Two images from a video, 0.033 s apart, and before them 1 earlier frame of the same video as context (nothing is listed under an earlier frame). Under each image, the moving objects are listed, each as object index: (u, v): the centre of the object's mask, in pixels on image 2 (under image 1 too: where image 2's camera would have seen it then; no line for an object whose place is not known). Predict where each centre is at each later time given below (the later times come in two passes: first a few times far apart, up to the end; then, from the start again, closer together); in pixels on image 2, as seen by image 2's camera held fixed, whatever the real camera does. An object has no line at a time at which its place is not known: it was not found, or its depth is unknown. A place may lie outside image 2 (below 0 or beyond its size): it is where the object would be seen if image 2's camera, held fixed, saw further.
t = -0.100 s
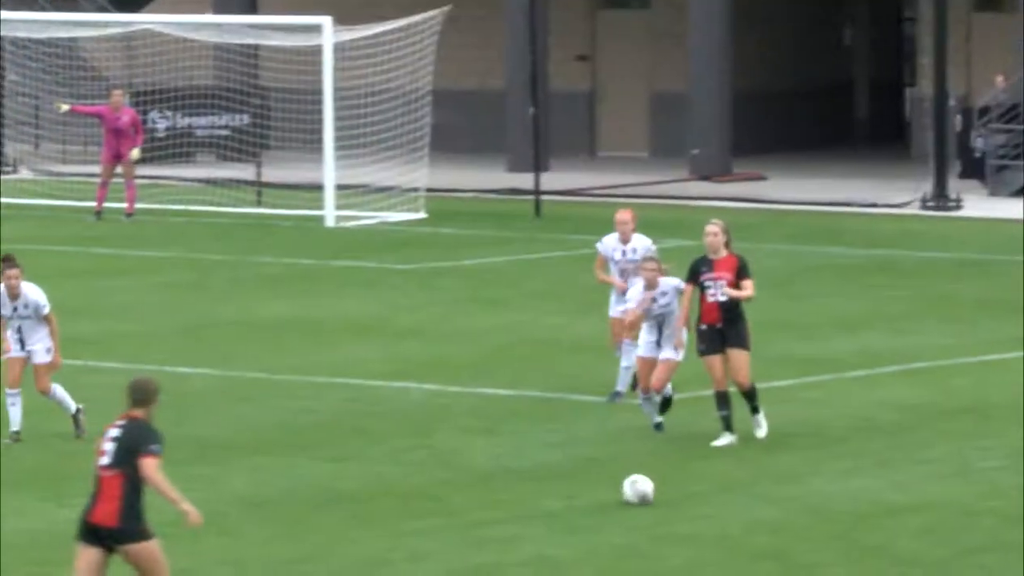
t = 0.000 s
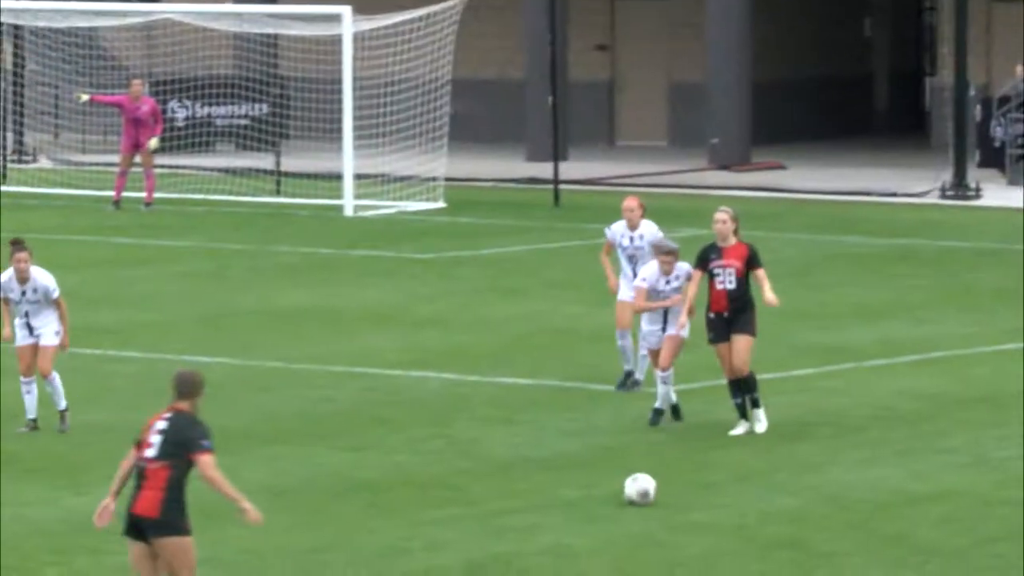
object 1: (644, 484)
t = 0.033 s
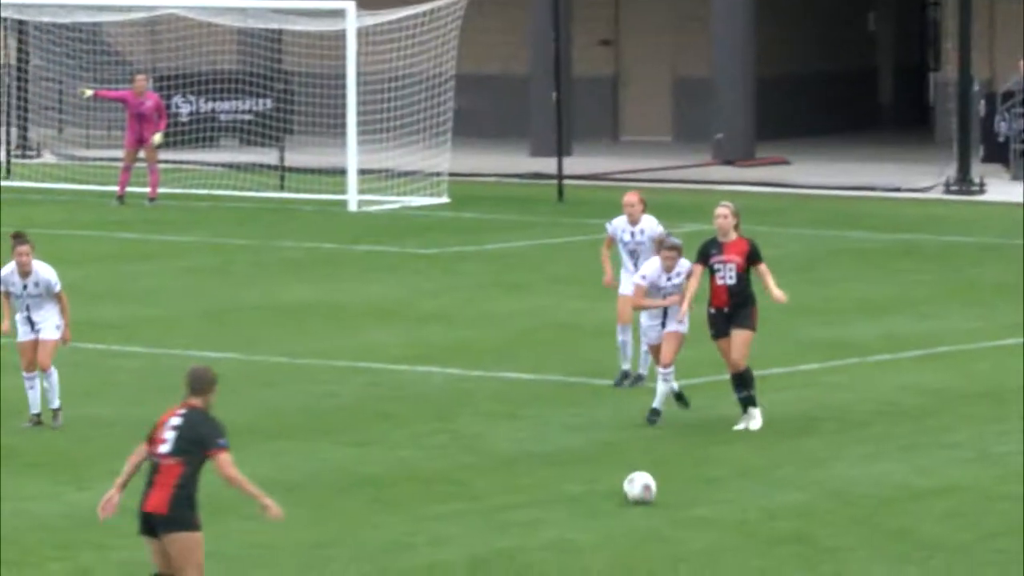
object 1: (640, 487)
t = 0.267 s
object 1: (610, 516)
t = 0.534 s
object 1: (573, 549)
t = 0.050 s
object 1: (638, 489)
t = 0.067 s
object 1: (636, 492)
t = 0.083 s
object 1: (633, 493)
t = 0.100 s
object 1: (631, 496)
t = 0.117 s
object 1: (629, 497)
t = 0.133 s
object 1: (626, 499)
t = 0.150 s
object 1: (623, 501)
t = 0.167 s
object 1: (621, 503)
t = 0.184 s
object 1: (619, 505)
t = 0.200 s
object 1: (617, 506)
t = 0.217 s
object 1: (615, 509)
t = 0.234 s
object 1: (614, 511)
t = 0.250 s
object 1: (612, 513)
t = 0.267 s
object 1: (610, 516)
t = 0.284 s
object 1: (607, 517)
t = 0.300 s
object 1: (605, 519)
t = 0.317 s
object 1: (604, 521)
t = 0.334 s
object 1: (602, 523)
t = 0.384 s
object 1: (596, 530)
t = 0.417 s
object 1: (590, 533)
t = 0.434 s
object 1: (588, 535)
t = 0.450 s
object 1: (585, 536)
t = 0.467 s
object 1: (584, 537)
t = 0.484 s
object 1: (580, 539)
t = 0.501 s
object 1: (579, 542)
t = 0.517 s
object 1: (575, 546)
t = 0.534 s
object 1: (573, 549)
